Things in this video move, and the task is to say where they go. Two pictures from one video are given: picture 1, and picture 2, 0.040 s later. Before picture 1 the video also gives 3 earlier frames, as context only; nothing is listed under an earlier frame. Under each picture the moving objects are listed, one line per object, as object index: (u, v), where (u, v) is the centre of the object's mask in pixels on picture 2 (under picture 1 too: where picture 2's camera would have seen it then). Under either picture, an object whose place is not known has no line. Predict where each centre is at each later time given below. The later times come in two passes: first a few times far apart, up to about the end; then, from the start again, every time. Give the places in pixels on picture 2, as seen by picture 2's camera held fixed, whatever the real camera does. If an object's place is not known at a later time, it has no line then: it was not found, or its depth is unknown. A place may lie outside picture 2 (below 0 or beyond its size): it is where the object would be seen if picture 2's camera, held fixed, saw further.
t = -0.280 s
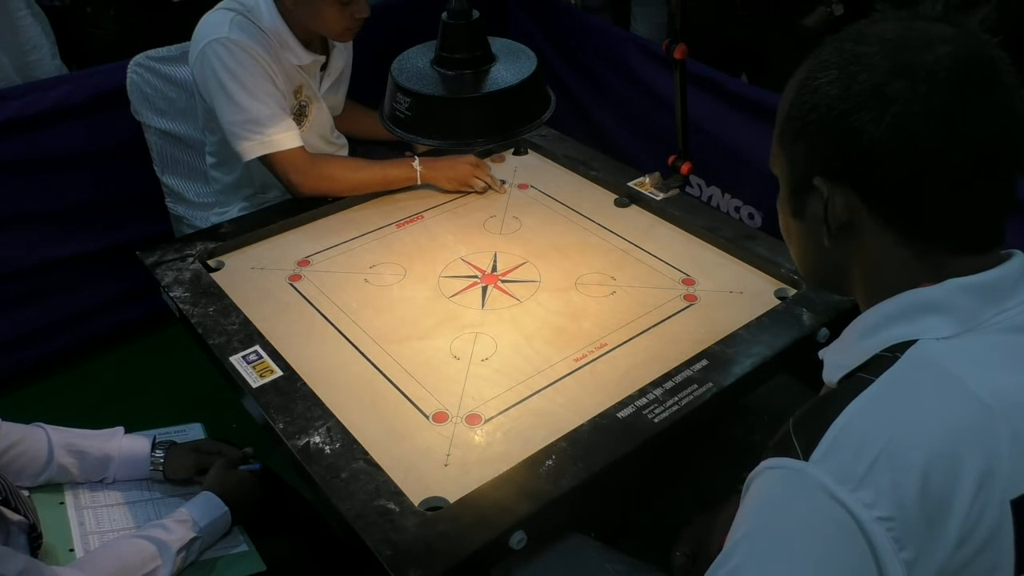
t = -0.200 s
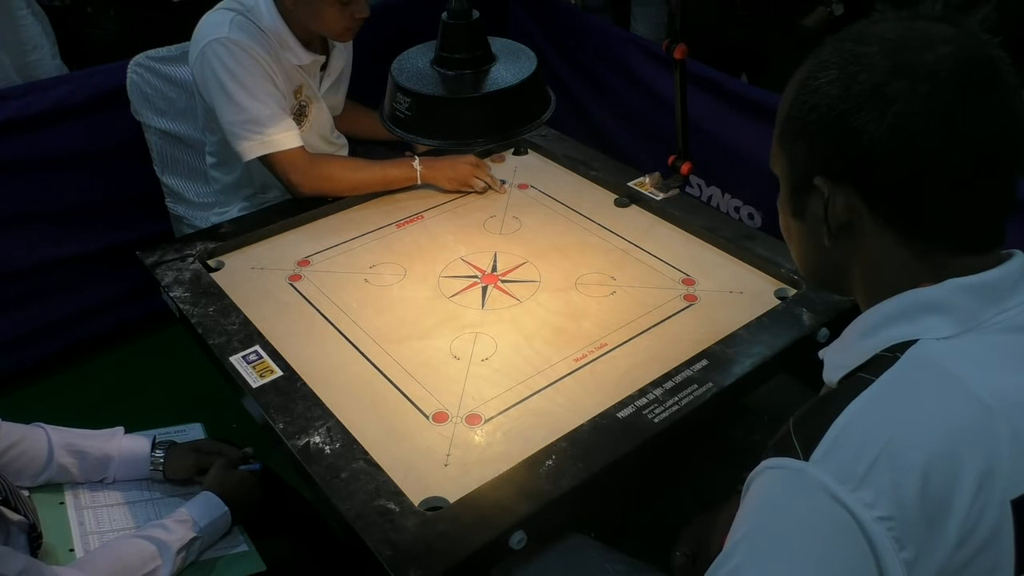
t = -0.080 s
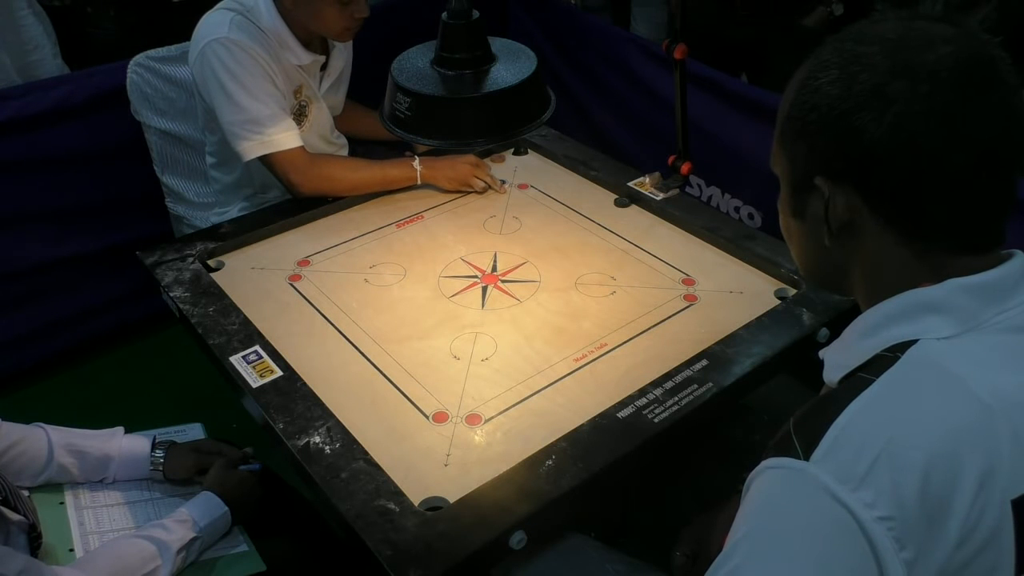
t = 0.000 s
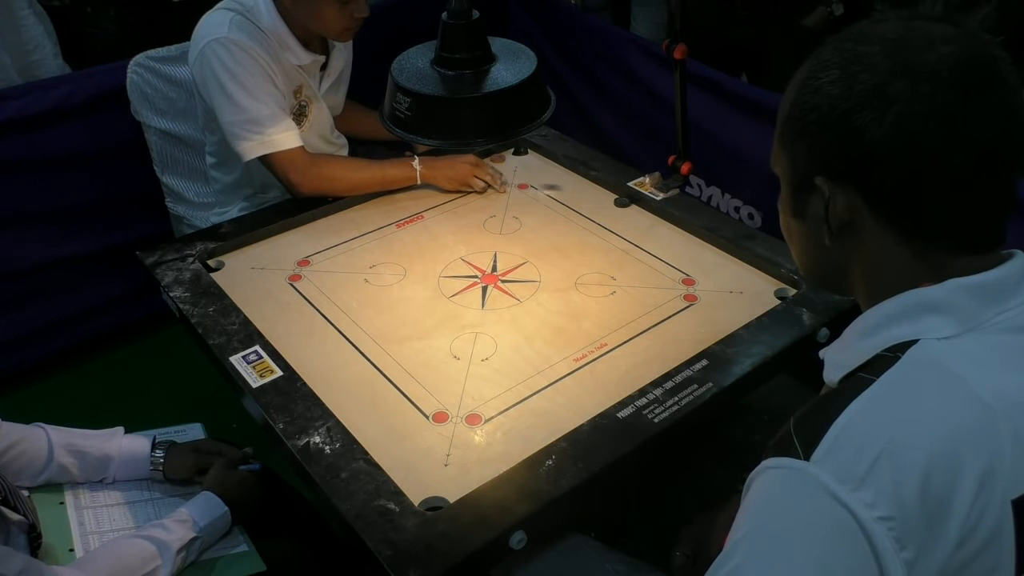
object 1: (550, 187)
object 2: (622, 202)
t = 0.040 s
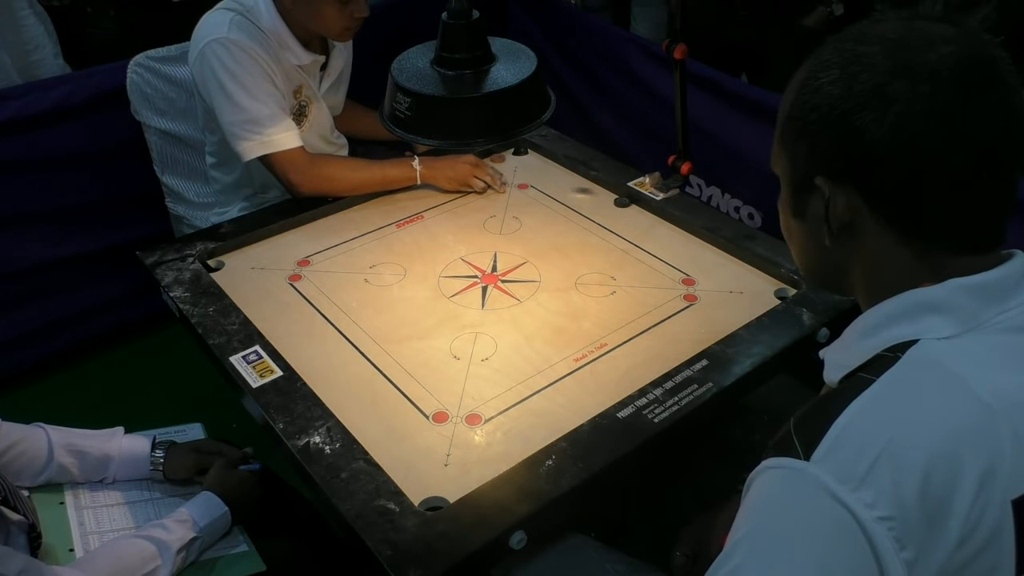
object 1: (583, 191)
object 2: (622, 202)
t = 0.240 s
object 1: (591, 241)
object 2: (666, 232)
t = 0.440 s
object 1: (572, 293)
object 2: (707, 257)
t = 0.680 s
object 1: (555, 341)
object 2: (728, 270)
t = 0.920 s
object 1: (546, 369)
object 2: (728, 270)
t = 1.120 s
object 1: (545, 372)
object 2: (728, 270)
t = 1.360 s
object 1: (545, 372)
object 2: (728, 270)
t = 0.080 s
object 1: (604, 196)
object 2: (623, 203)
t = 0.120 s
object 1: (602, 209)
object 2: (634, 211)
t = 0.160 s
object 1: (599, 220)
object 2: (646, 218)
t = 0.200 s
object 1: (594, 230)
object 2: (656, 225)
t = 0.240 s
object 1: (591, 241)
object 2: (666, 232)
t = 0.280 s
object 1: (587, 251)
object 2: (676, 238)
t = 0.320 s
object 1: (583, 263)
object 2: (685, 244)
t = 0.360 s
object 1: (579, 272)
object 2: (693, 249)
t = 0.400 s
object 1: (575, 283)
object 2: (701, 253)
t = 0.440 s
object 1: (572, 293)
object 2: (707, 257)
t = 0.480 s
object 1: (568, 302)
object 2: (713, 261)
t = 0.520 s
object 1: (565, 311)
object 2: (718, 264)
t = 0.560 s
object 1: (562, 320)
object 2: (722, 267)
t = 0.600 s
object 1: (559, 327)
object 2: (725, 268)
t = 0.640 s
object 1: (557, 335)
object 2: (727, 269)
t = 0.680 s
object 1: (555, 341)
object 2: (728, 270)
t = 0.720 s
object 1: (553, 347)
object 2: (728, 270)
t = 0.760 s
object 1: (551, 353)
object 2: (728, 270)
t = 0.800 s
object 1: (549, 358)
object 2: (728, 270)
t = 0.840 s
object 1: (548, 362)
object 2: (728, 270)
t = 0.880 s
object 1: (547, 366)
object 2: (728, 270)
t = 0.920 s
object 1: (546, 369)
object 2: (728, 270)
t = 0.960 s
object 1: (545, 371)
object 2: (728, 270)
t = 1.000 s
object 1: (545, 371)
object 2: (728, 270)
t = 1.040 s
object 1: (545, 372)
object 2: (728, 270)
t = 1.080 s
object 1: (545, 372)
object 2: (728, 270)
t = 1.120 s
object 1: (545, 372)
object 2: (728, 270)
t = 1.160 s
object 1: (546, 372)
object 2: (728, 270)
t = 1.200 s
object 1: (545, 372)
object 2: (728, 270)
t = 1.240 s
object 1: (545, 372)
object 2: (728, 270)
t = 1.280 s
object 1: (545, 372)
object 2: (728, 270)
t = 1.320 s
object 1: (545, 372)
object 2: (728, 270)
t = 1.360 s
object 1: (545, 372)
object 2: (728, 270)
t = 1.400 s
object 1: (545, 372)
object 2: (728, 270)
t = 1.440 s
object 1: (545, 372)
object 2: (728, 270)
